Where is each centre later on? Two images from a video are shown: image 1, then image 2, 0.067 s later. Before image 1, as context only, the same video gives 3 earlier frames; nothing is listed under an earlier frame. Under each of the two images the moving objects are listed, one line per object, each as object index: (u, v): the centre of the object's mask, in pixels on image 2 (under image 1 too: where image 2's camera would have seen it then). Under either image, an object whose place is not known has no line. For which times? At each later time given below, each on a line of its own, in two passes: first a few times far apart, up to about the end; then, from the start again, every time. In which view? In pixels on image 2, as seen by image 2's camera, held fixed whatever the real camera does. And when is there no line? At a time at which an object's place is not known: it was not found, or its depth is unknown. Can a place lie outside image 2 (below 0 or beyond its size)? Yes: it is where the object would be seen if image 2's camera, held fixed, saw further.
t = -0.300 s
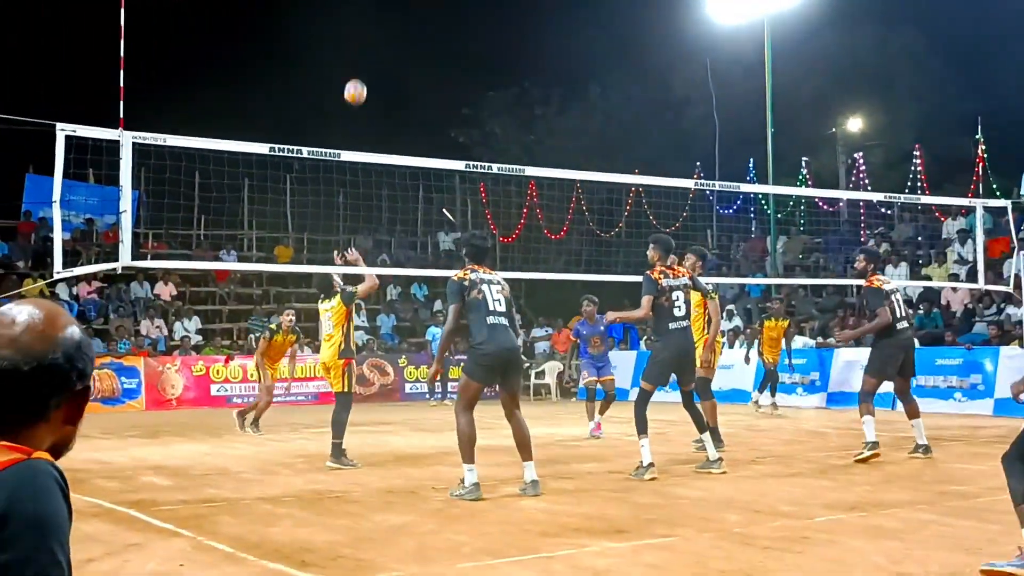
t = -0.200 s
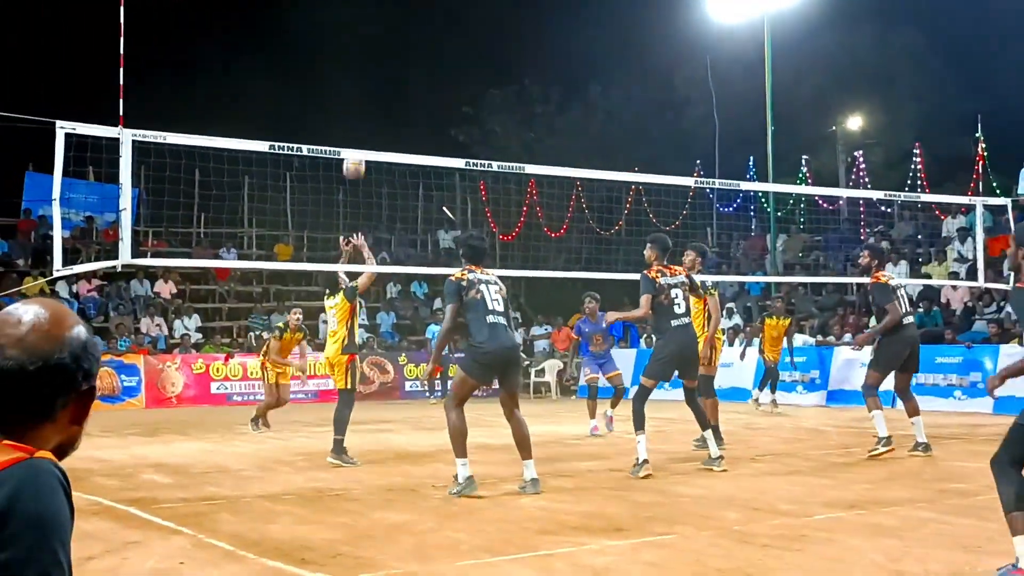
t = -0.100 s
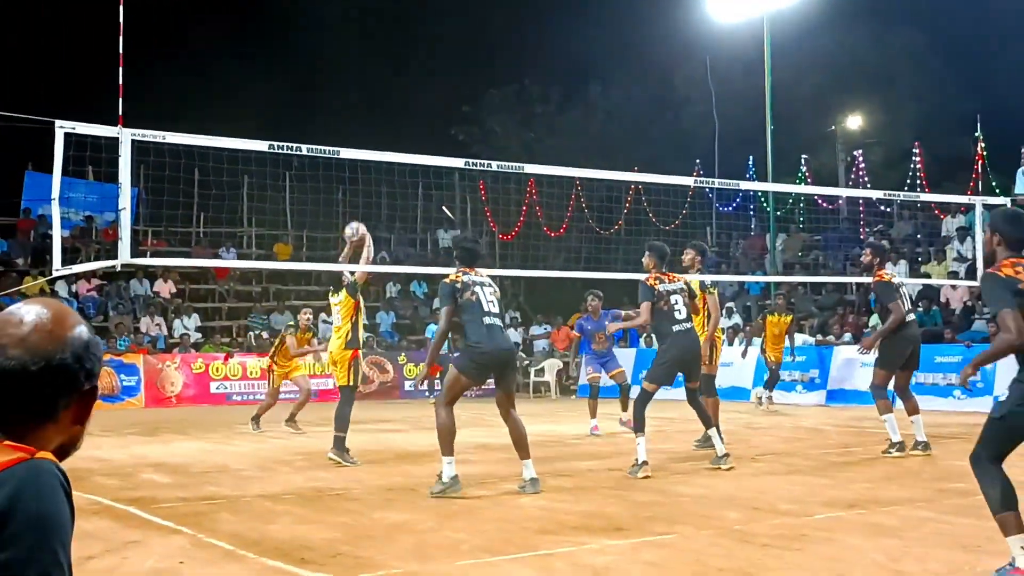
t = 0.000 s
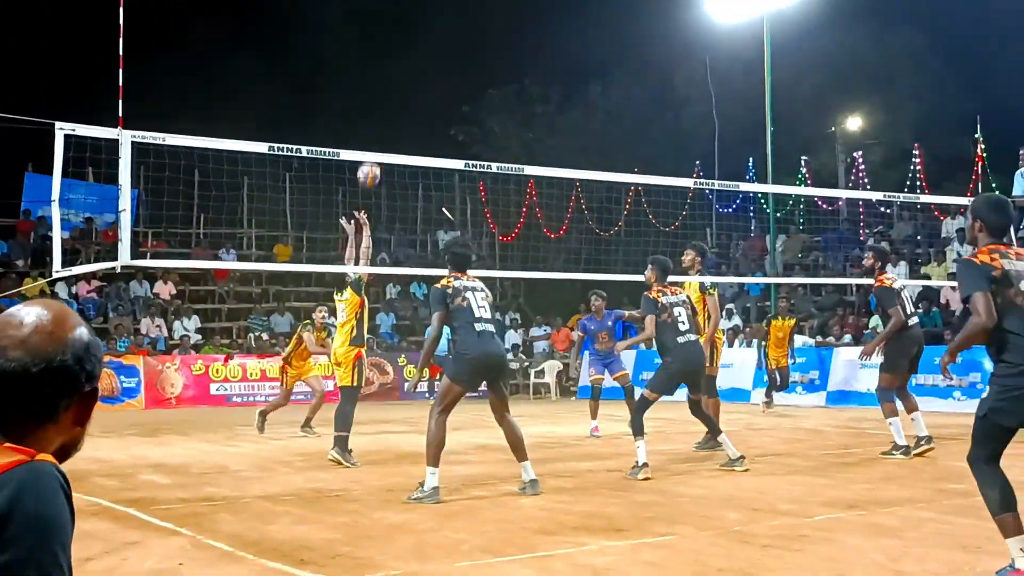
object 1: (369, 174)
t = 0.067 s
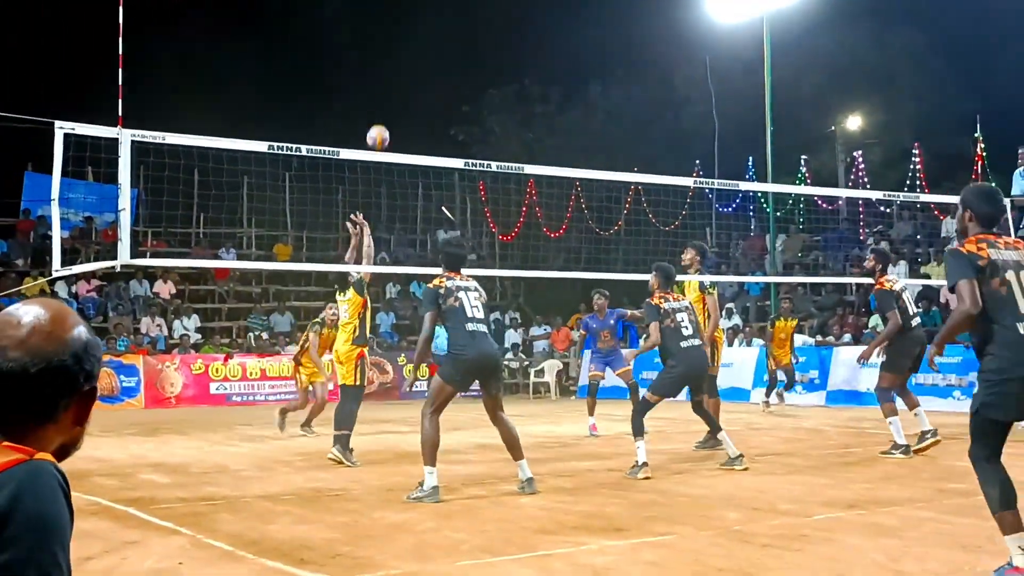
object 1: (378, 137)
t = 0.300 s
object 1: (409, 53)
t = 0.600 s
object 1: (446, 26)
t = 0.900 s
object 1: (481, 86)
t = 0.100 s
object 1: (382, 122)
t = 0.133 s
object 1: (387, 107)
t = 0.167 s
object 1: (391, 94)
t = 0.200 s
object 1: (396, 81)
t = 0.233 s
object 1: (400, 70)
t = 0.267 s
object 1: (405, 61)
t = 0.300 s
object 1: (409, 53)
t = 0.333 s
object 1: (413, 45)
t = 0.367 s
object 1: (417, 39)
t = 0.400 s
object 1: (421, 34)
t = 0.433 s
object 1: (425, 30)
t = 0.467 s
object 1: (429, 27)
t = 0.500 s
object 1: (433, 25)
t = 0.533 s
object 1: (437, 24)
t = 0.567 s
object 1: (441, 25)
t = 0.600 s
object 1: (446, 26)
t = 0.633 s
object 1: (450, 29)
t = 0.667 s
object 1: (454, 32)
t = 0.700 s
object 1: (457, 37)
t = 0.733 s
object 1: (461, 43)
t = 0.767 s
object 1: (465, 50)
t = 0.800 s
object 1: (469, 57)
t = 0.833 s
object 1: (473, 66)
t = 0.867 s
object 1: (477, 75)
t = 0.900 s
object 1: (481, 86)
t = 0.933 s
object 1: (484, 98)
